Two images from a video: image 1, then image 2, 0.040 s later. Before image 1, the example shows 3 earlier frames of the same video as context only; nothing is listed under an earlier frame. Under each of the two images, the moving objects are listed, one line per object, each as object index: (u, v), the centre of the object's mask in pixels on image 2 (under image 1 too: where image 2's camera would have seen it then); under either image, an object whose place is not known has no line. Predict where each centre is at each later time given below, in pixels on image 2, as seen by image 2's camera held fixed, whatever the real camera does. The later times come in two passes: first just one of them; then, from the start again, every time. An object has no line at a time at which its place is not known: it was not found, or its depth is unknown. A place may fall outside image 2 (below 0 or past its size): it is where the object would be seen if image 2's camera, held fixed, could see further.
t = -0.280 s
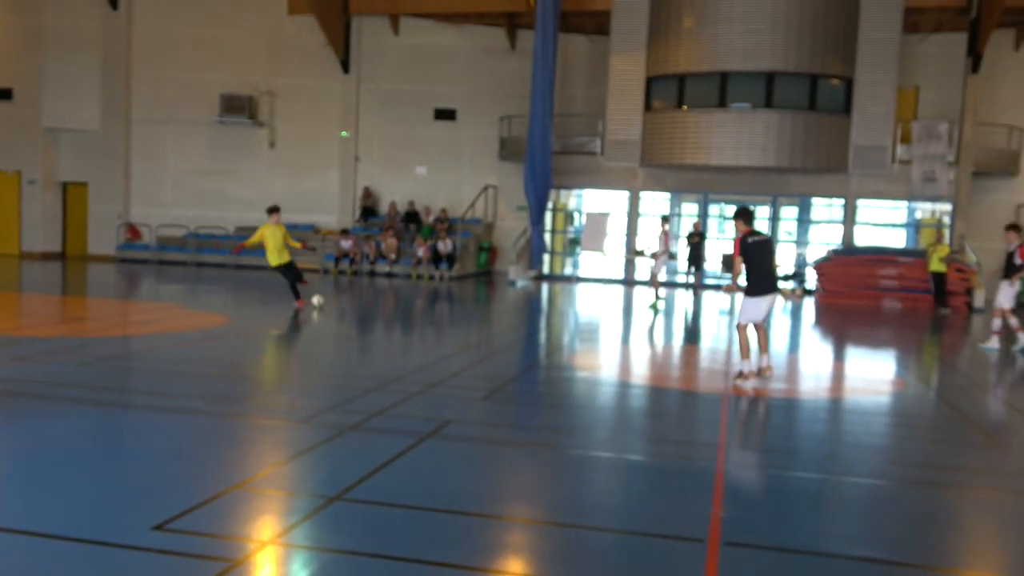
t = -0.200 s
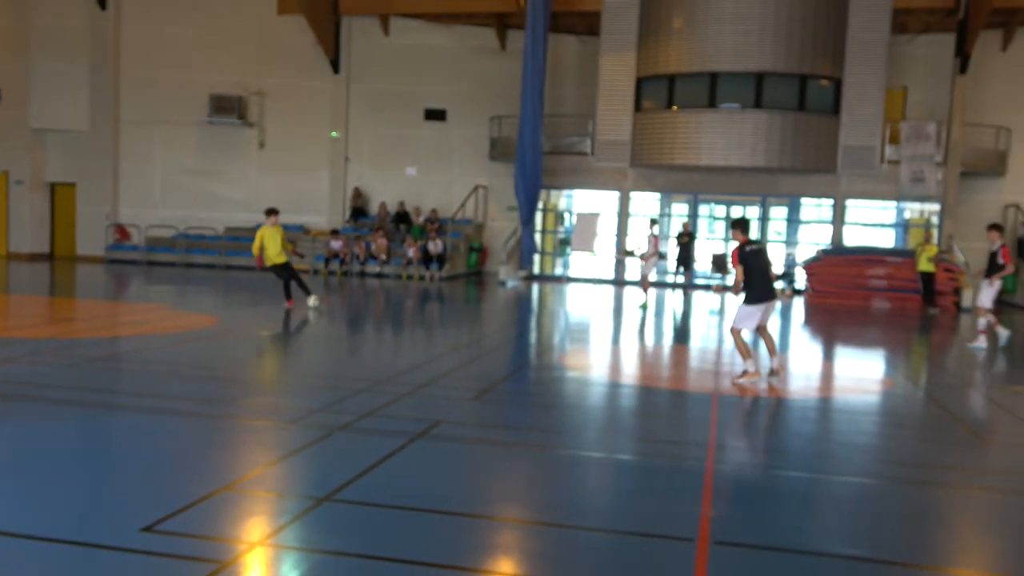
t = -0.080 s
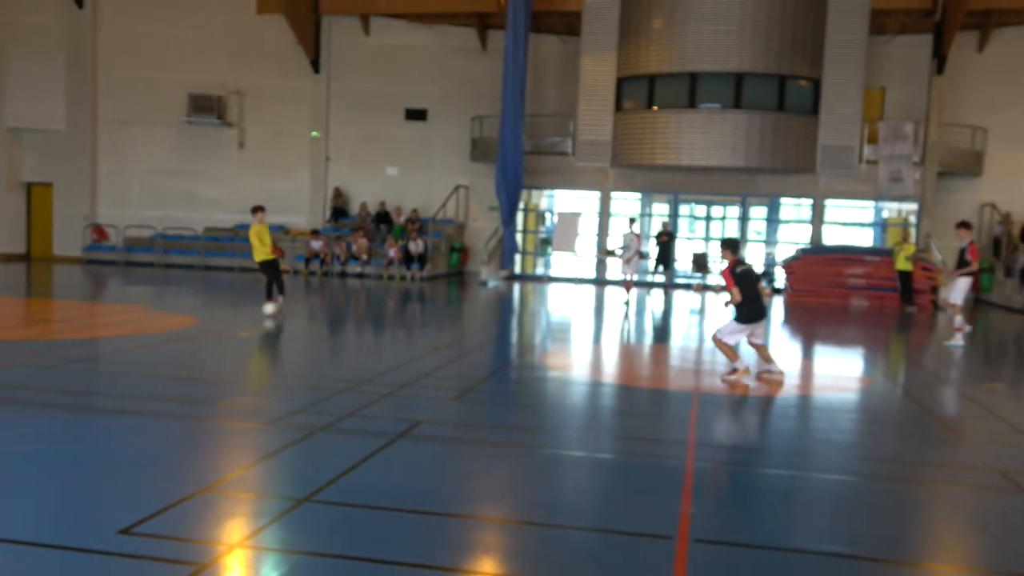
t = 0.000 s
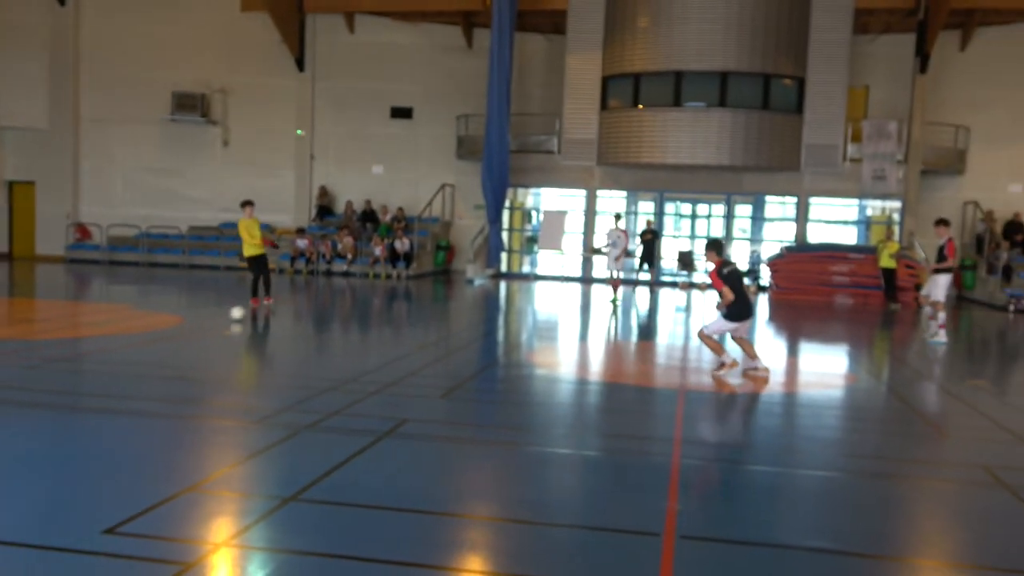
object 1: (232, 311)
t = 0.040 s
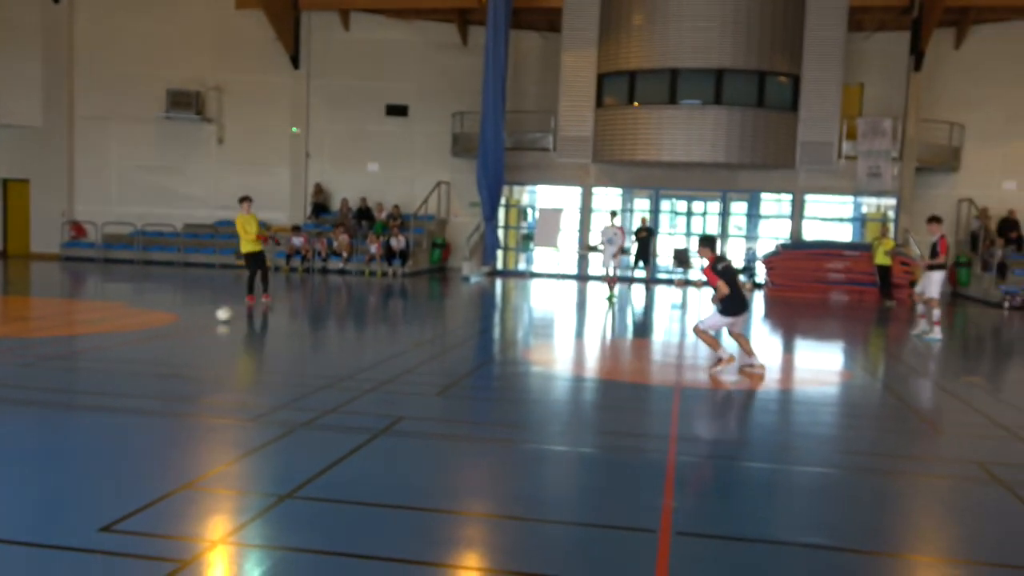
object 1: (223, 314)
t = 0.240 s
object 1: (174, 331)
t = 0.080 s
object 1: (214, 317)
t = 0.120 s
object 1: (204, 319)
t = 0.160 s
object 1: (193, 323)
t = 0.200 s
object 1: (184, 326)
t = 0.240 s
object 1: (174, 331)
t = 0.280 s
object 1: (162, 334)
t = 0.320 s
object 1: (150, 339)
